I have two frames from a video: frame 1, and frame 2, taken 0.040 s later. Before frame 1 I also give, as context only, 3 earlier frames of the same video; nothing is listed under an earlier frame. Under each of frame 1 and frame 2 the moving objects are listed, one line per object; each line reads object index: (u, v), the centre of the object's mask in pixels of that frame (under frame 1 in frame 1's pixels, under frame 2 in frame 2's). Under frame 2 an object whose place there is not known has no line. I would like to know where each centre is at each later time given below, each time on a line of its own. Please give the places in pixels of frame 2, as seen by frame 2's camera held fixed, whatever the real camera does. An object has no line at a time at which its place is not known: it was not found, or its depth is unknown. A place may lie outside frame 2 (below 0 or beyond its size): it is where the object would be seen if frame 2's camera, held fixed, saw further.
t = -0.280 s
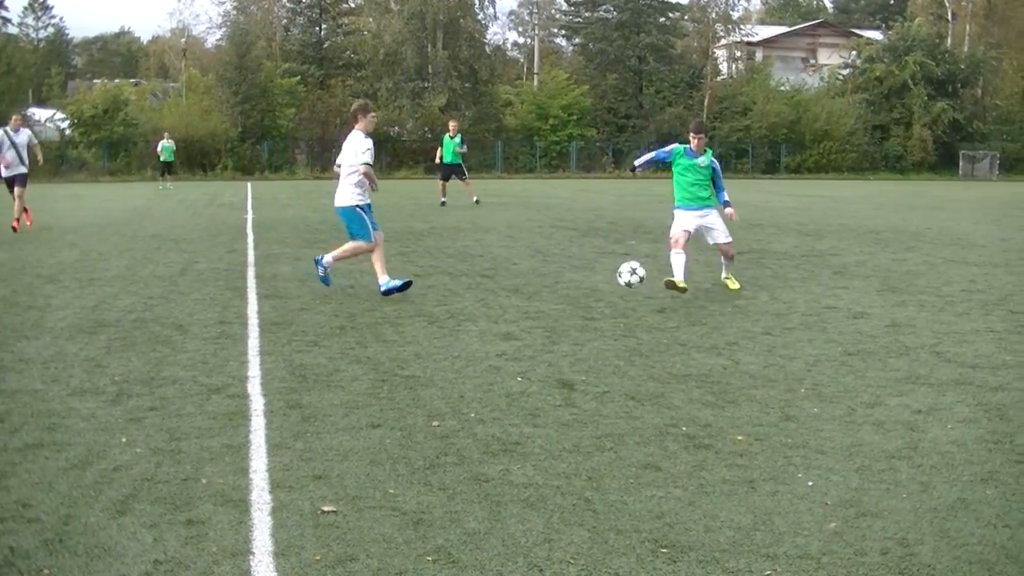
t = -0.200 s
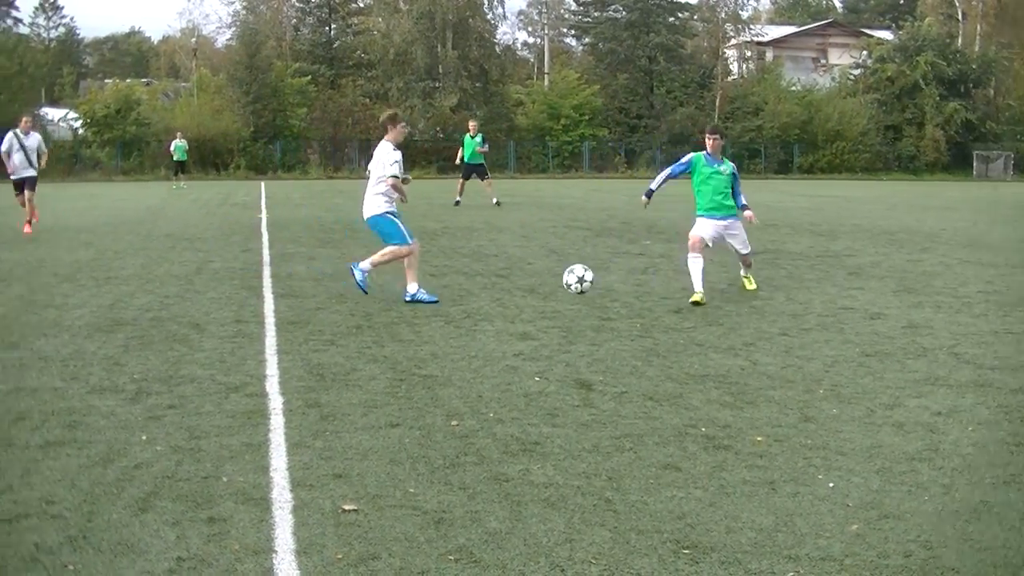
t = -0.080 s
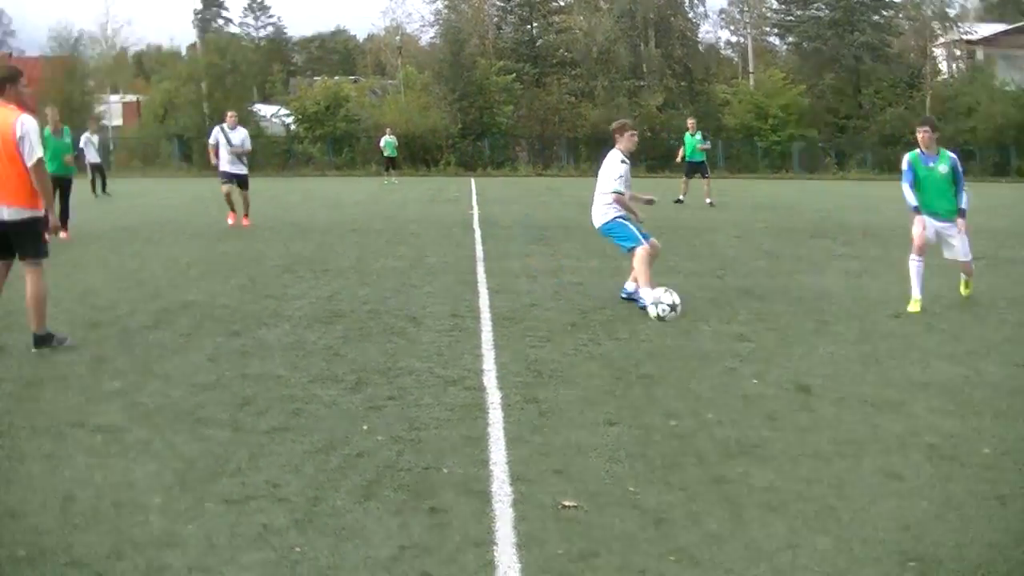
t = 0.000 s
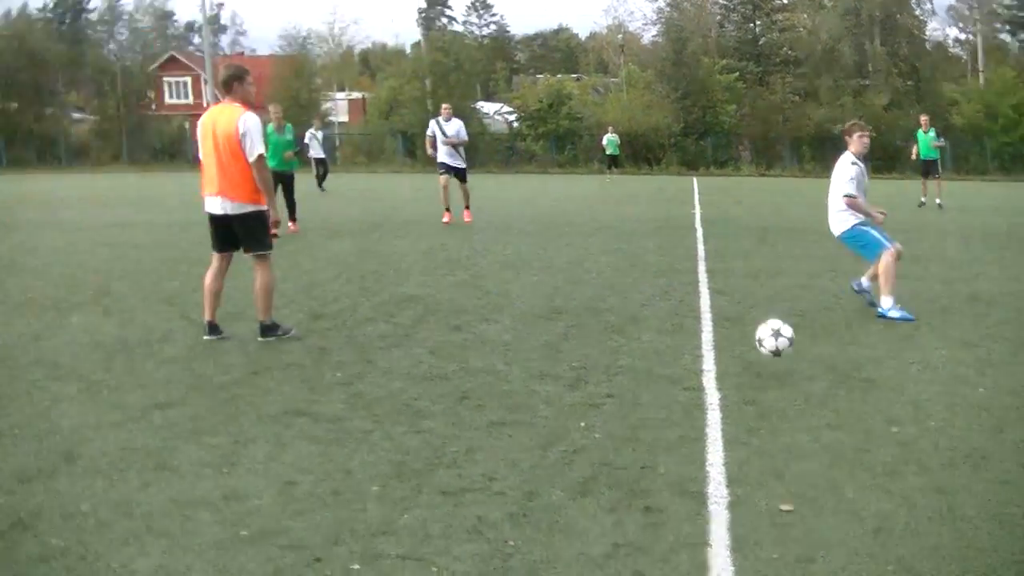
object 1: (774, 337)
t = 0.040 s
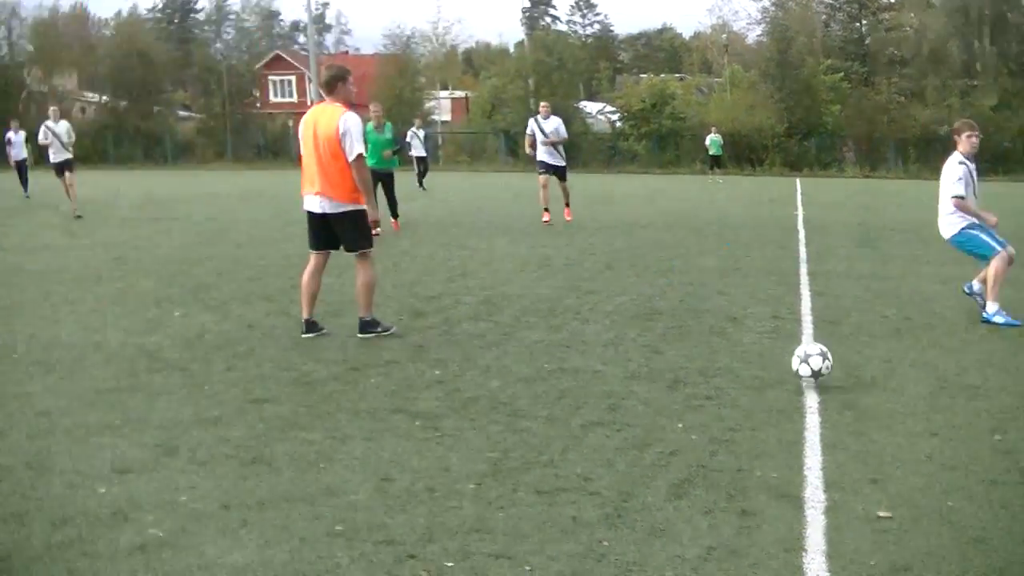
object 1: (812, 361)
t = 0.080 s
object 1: (748, 368)
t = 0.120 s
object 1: (685, 367)
